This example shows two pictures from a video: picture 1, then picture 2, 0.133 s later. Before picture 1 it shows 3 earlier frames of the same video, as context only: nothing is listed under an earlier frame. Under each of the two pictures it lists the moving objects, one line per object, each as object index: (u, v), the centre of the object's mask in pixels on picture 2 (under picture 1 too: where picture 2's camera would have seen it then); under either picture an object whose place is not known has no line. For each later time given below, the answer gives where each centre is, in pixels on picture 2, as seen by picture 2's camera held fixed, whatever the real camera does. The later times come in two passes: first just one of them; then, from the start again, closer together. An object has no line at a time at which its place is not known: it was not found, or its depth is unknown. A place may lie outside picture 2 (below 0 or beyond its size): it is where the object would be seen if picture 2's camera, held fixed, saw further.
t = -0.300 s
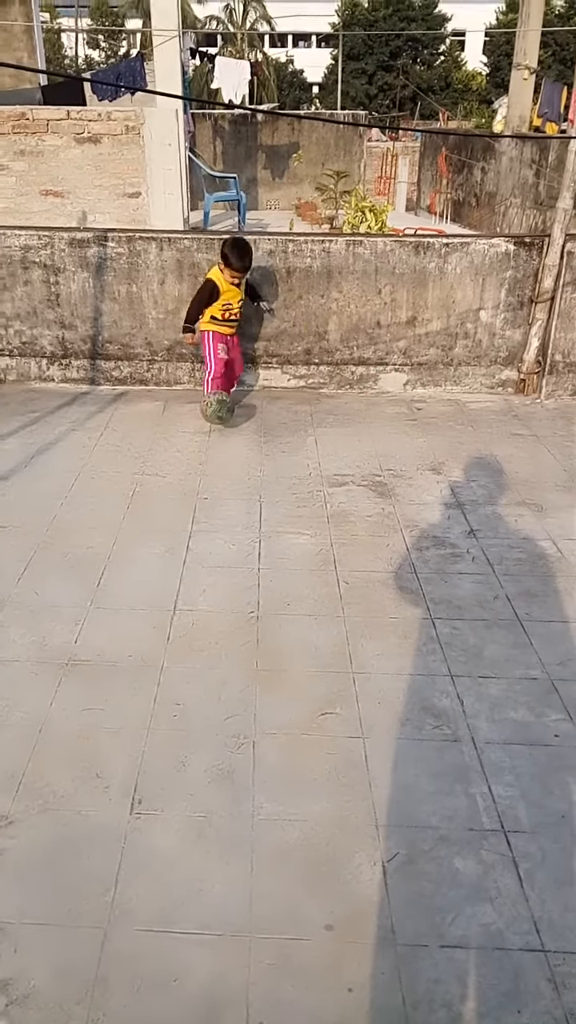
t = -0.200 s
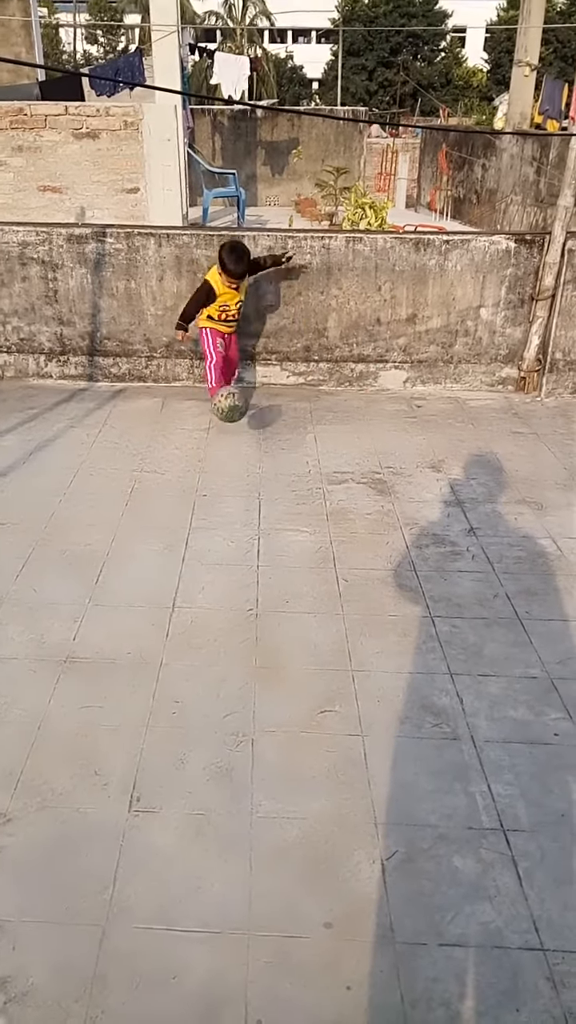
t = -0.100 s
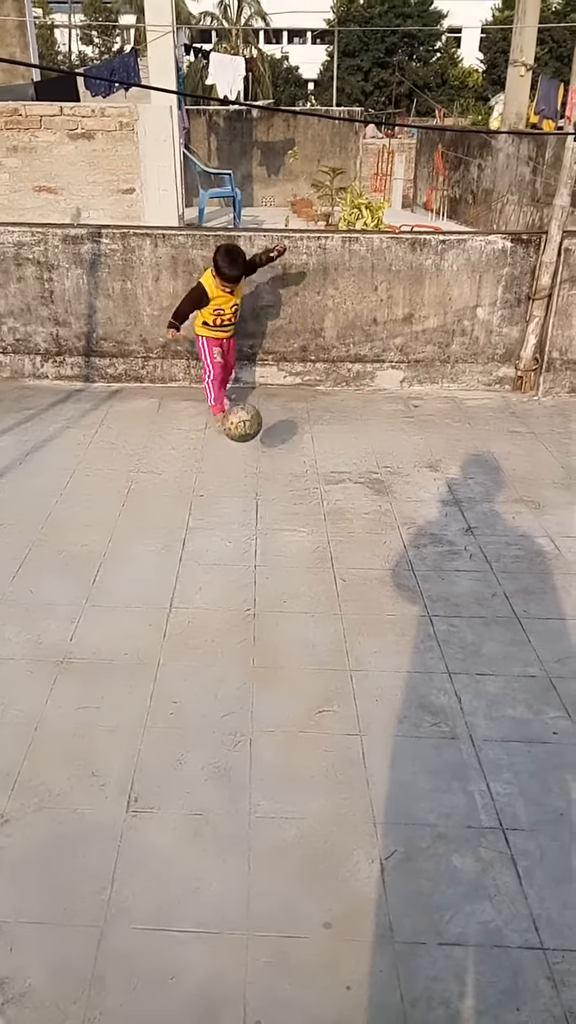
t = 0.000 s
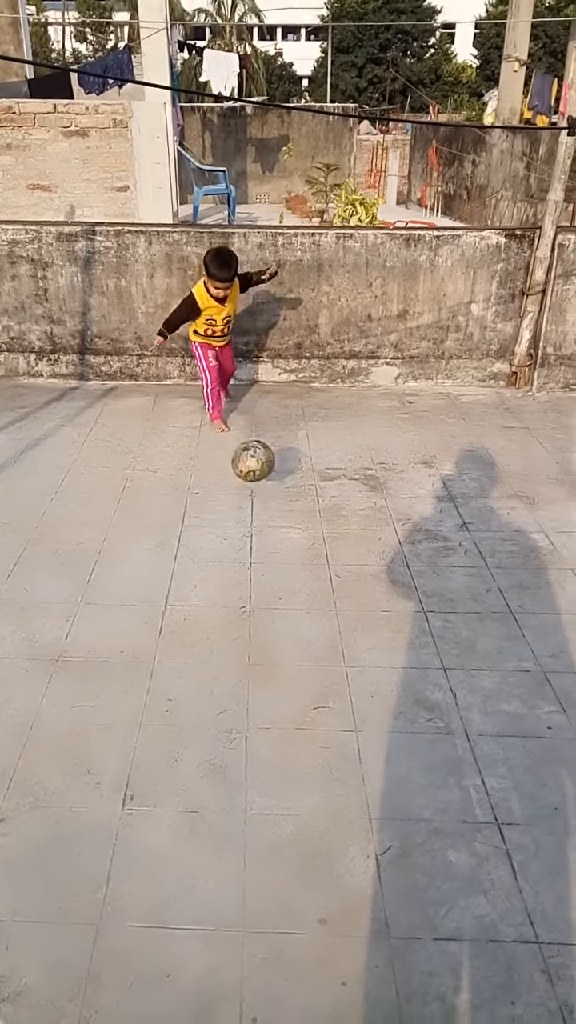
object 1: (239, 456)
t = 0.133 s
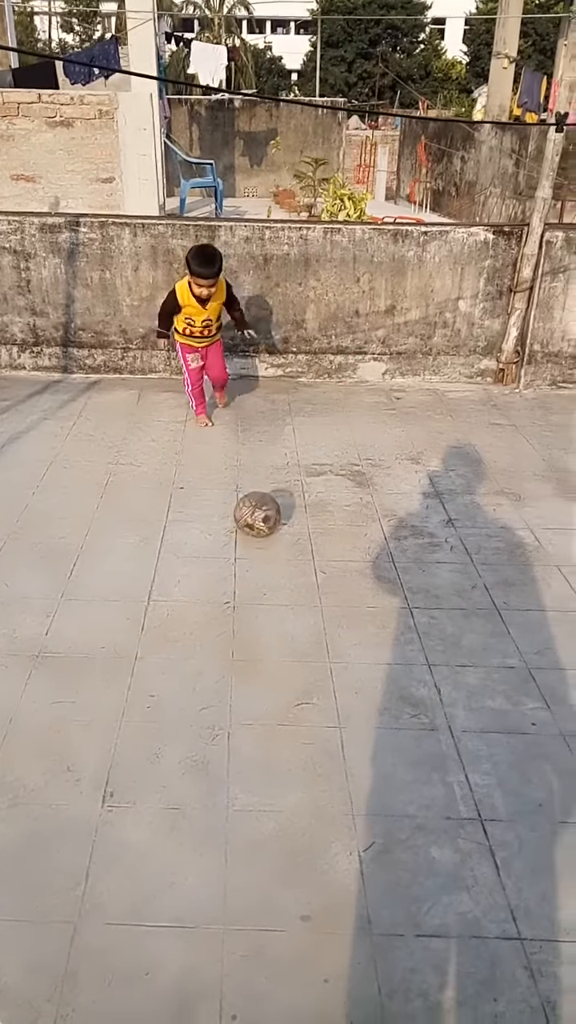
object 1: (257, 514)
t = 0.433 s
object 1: (292, 573)
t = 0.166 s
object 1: (261, 514)
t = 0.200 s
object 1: (265, 516)
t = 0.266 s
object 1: (273, 528)
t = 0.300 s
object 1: (277, 540)
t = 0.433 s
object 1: (292, 573)
